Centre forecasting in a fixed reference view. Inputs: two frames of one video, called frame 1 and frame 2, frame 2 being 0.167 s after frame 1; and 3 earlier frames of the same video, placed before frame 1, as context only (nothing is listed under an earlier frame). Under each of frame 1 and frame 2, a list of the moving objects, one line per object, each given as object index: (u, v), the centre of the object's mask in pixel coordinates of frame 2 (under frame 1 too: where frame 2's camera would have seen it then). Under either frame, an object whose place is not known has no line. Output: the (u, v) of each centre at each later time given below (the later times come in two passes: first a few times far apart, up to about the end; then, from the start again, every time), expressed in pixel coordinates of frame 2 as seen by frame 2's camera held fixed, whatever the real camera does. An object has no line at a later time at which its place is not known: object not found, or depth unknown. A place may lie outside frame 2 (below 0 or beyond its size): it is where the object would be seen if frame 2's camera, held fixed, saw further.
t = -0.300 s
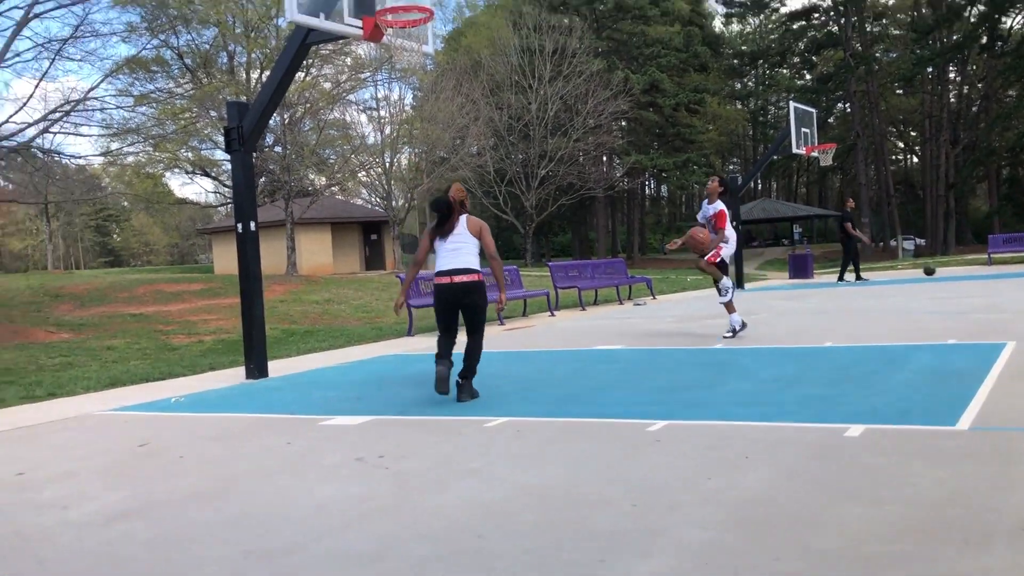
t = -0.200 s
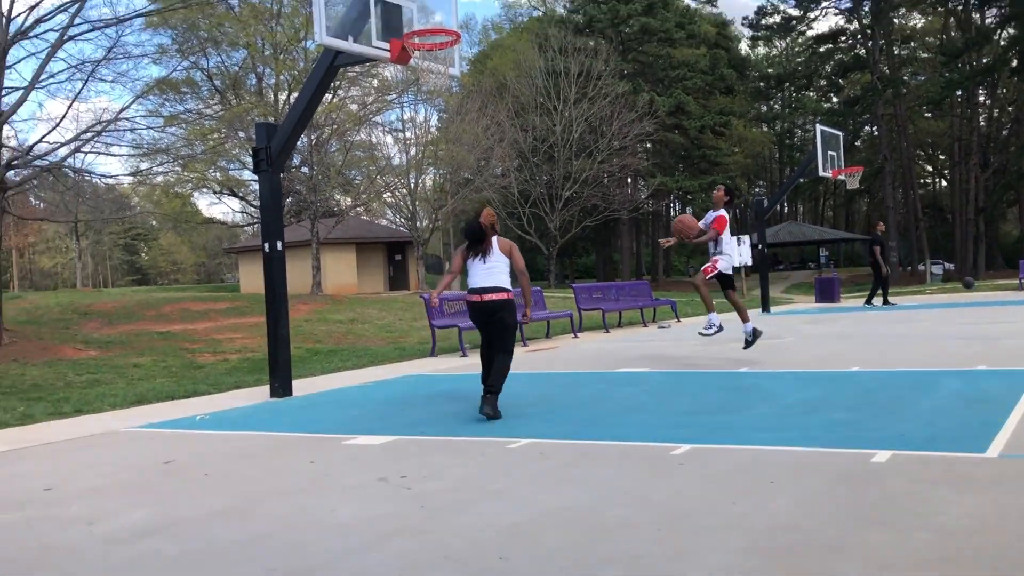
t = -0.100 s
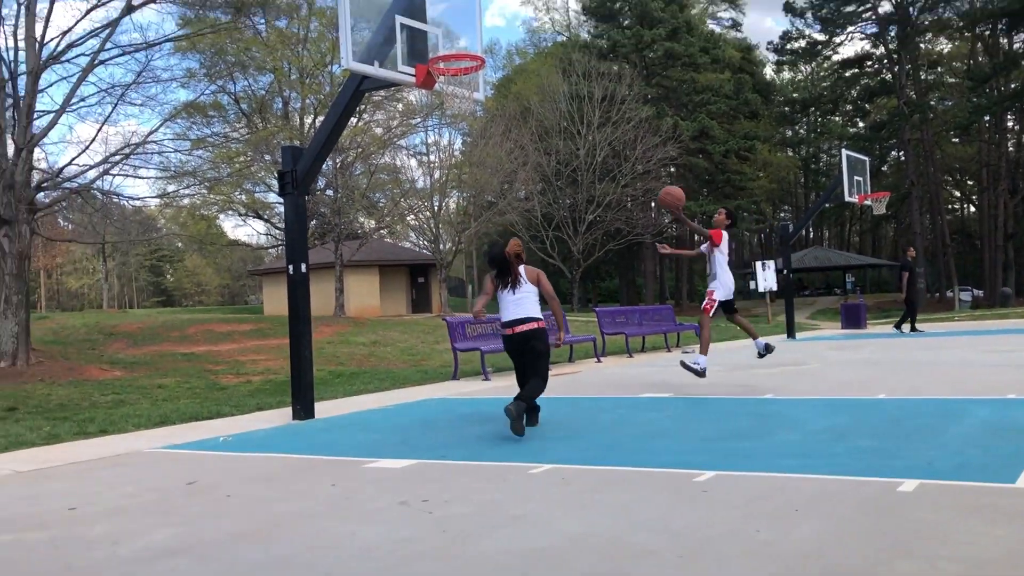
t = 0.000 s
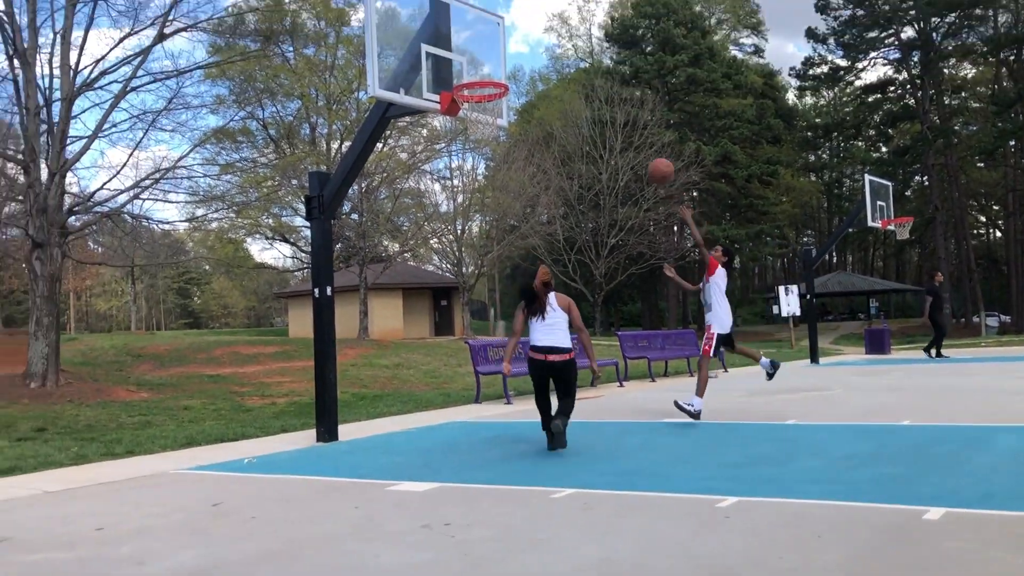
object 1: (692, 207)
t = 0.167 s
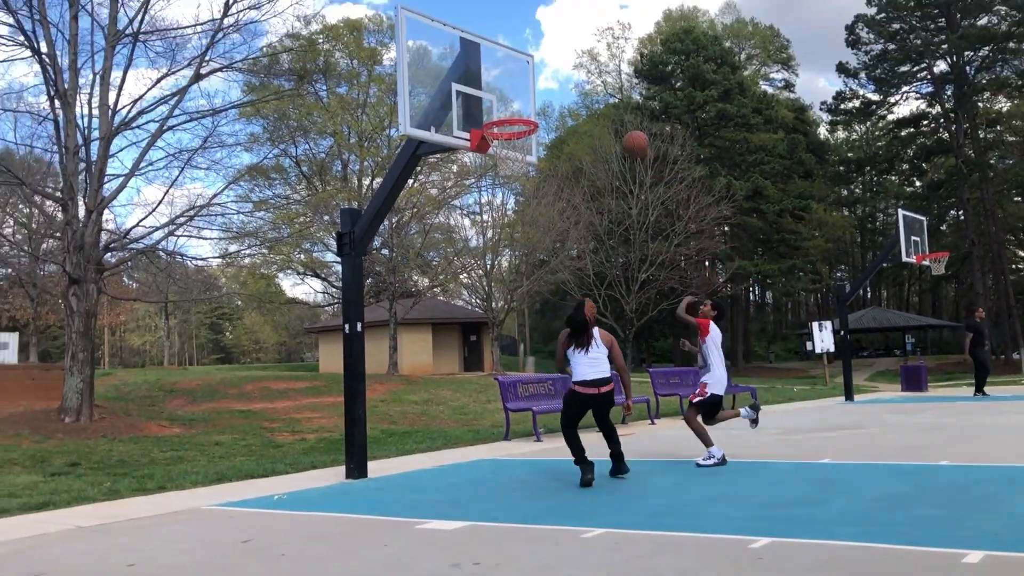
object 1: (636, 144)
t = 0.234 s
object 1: (614, 127)
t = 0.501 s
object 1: (531, 104)
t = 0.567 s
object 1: (510, 108)
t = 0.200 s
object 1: (625, 135)
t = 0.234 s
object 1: (614, 127)
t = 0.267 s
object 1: (604, 120)
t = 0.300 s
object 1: (592, 114)
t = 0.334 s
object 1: (582, 110)
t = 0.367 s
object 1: (571, 106)
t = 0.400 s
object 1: (561, 104)
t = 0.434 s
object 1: (551, 103)
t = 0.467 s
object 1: (541, 103)
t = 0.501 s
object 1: (531, 104)
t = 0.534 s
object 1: (520, 106)
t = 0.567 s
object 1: (510, 108)
